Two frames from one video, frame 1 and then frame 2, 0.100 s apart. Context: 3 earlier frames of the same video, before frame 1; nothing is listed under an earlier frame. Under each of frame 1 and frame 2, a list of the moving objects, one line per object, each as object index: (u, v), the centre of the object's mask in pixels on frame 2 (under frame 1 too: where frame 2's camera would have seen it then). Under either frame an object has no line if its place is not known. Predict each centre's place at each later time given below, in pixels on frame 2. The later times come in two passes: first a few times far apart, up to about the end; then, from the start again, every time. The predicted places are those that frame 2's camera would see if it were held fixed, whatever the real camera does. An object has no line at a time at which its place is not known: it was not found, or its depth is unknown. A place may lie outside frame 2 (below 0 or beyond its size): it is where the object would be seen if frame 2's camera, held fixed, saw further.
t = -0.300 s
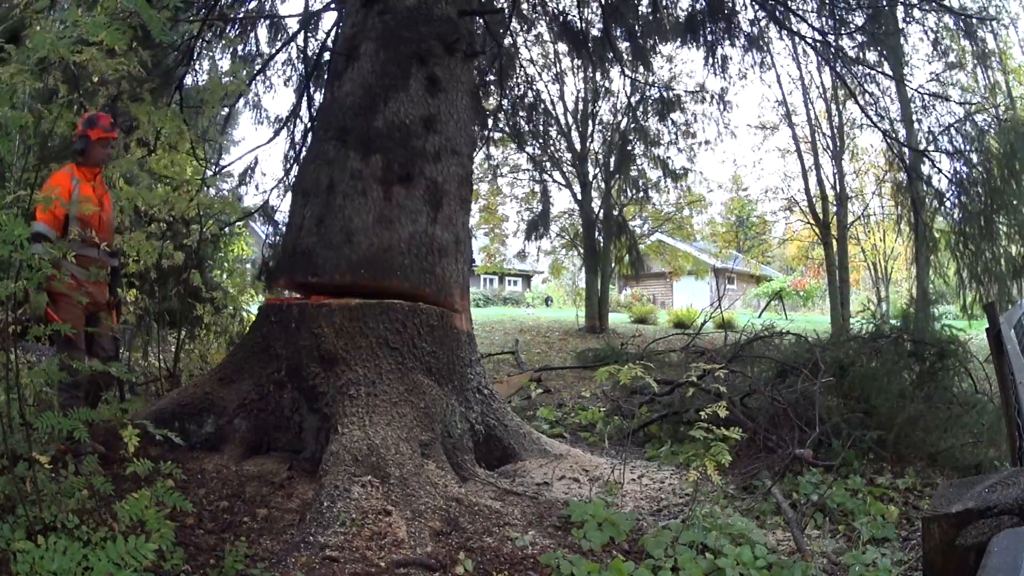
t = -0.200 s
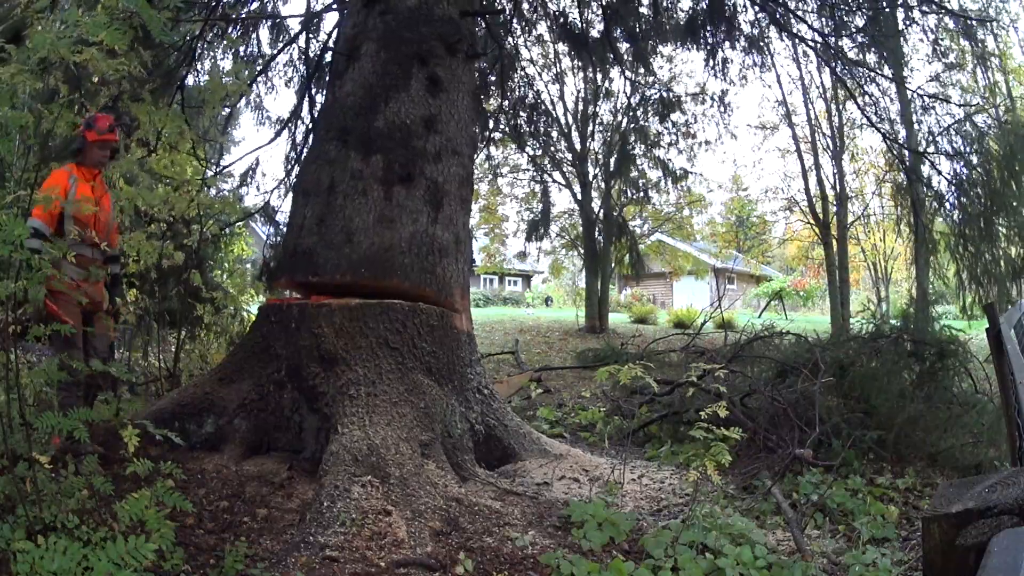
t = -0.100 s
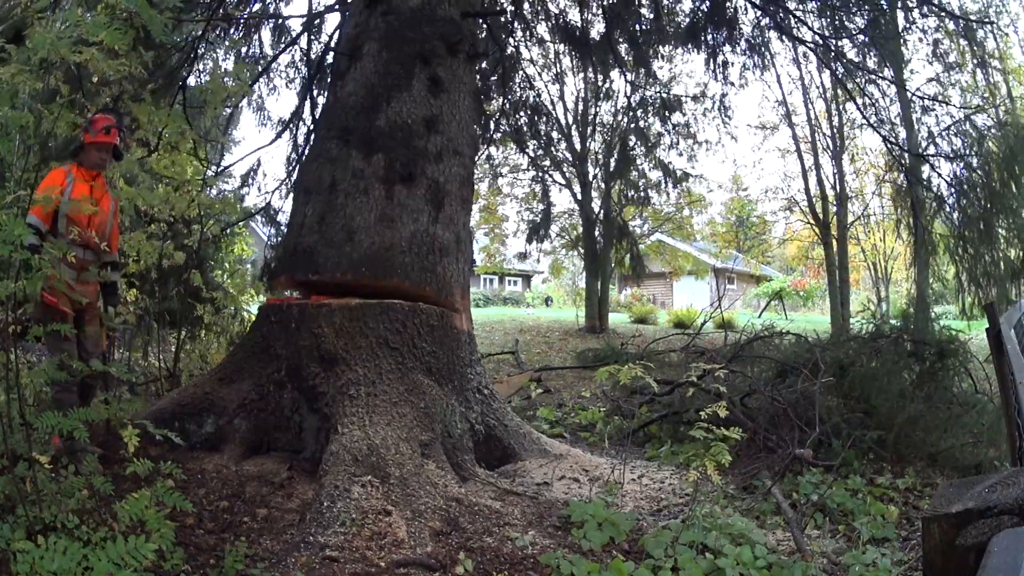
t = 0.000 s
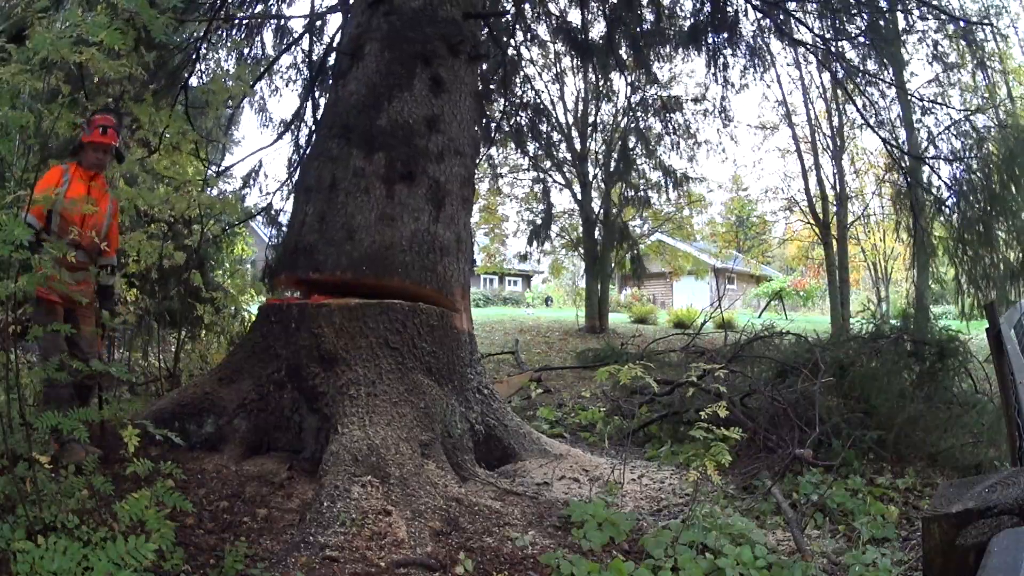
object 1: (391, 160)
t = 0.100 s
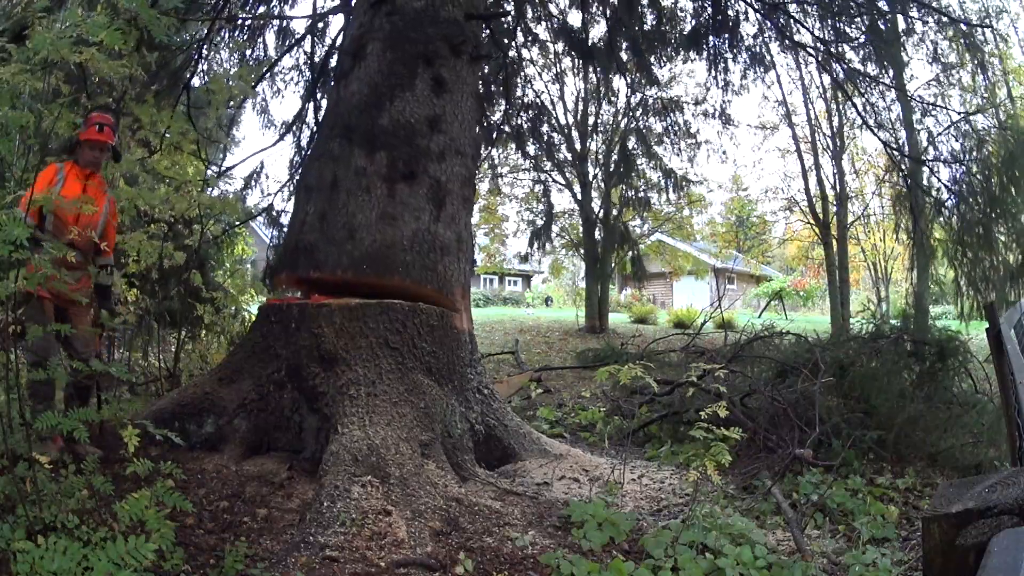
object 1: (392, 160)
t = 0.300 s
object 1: (395, 160)
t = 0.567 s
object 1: (398, 161)
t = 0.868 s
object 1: (404, 161)
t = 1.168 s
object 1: (412, 159)
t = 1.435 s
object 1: (419, 160)
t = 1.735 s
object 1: (430, 160)
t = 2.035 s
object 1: (442, 167)
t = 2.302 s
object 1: (458, 168)
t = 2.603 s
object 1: (478, 172)
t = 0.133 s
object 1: (393, 160)
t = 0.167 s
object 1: (393, 160)
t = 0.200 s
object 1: (393, 160)
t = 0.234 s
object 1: (394, 160)
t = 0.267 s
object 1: (394, 160)
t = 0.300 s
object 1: (395, 160)
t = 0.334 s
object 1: (395, 160)
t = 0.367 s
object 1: (396, 160)
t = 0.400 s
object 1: (396, 160)
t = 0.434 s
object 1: (396, 160)
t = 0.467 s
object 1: (397, 160)
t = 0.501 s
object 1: (397, 161)
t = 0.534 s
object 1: (398, 161)
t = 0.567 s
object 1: (398, 161)
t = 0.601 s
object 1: (398, 161)
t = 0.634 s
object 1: (399, 161)
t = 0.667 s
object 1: (400, 161)
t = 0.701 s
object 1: (401, 160)
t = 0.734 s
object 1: (401, 160)
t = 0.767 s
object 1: (402, 161)
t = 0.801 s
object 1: (402, 161)
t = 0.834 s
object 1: (403, 161)
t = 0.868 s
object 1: (404, 161)
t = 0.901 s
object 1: (405, 161)
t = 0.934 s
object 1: (405, 161)
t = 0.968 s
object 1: (406, 161)
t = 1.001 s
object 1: (407, 160)
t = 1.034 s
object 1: (408, 160)
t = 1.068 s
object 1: (409, 161)
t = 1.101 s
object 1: (409, 160)
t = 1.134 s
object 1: (410, 160)
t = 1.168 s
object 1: (412, 159)
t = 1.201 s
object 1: (413, 159)
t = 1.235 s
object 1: (413, 160)
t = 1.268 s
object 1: (414, 160)
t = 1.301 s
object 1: (415, 160)
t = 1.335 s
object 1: (416, 160)
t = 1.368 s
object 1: (416, 160)
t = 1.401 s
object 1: (418, 159)
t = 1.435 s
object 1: (419, 160)
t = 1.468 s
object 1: (421, 159)
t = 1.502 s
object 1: (423, 158)
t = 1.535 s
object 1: (423, 159)
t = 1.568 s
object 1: (424, 159)
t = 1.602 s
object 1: (425, 158)
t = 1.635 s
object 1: (426, 159)
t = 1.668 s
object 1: (427, 159)
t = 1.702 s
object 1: (429, 160)
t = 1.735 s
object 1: (430, 160)
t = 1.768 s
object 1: (431, 160)
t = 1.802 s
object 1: (432, 160)
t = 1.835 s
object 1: (433, 161)
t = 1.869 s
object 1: (435, 164)
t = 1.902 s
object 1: (437, 165)
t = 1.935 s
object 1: (438, 166)
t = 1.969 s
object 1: (440, 167)
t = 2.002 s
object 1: (441, 167)
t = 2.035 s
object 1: (442, 167)
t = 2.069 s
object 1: (444, 168)
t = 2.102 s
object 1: (446, 167)
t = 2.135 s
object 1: (448, 168)
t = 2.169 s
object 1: (450, 169)
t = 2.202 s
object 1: (452, 168)
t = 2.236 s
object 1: (453, 168)
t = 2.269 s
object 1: (455, 168)
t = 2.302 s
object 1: (458, 168)
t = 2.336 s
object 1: (459, 169)
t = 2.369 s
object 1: (462, 169)
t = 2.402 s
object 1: (464, 169)
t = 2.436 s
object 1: (466, 170)
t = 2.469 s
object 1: (468, 170)
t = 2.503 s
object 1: (471, 170)
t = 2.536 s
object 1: (473, 170)
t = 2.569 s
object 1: (475, 171)
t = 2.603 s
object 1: (478, 172)
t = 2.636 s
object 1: (479, 174)
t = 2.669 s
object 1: (479, 177)
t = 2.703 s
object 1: (484, 178)
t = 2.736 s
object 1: (485, 180)
